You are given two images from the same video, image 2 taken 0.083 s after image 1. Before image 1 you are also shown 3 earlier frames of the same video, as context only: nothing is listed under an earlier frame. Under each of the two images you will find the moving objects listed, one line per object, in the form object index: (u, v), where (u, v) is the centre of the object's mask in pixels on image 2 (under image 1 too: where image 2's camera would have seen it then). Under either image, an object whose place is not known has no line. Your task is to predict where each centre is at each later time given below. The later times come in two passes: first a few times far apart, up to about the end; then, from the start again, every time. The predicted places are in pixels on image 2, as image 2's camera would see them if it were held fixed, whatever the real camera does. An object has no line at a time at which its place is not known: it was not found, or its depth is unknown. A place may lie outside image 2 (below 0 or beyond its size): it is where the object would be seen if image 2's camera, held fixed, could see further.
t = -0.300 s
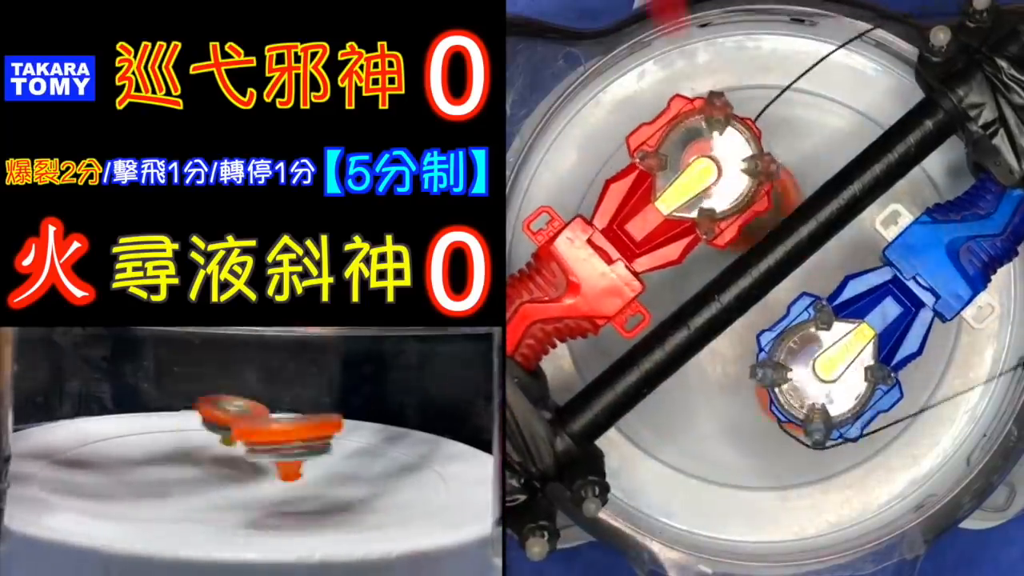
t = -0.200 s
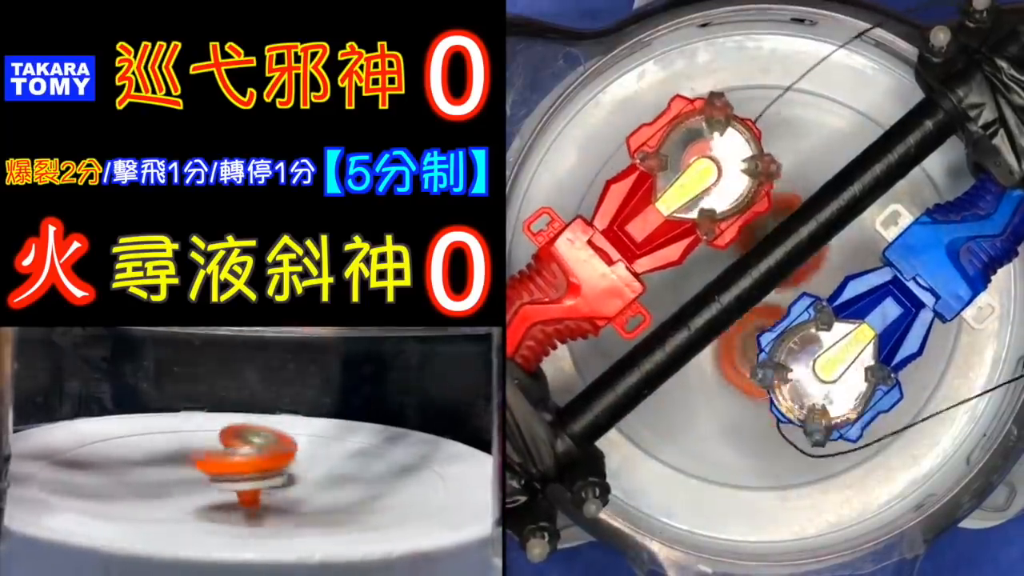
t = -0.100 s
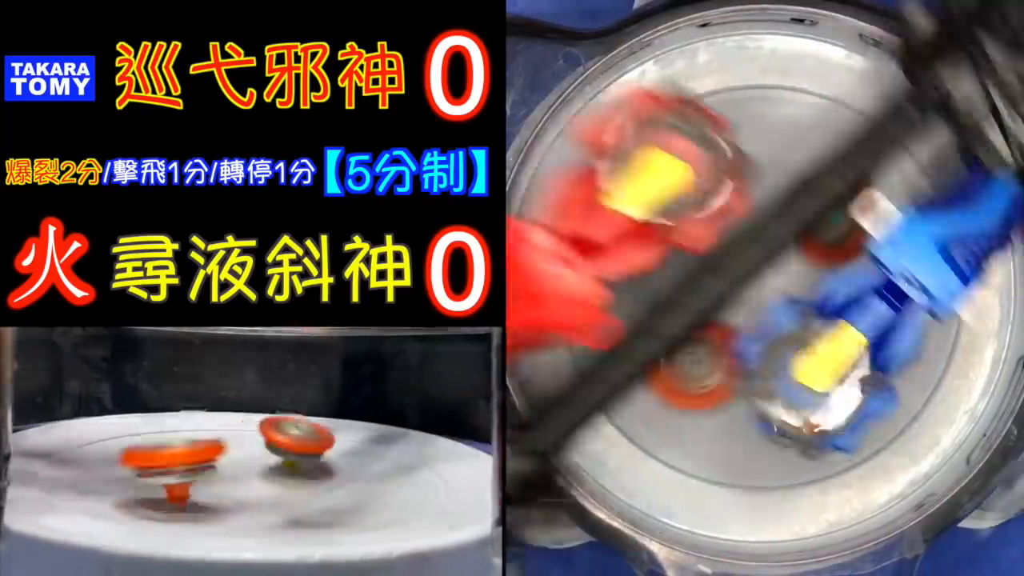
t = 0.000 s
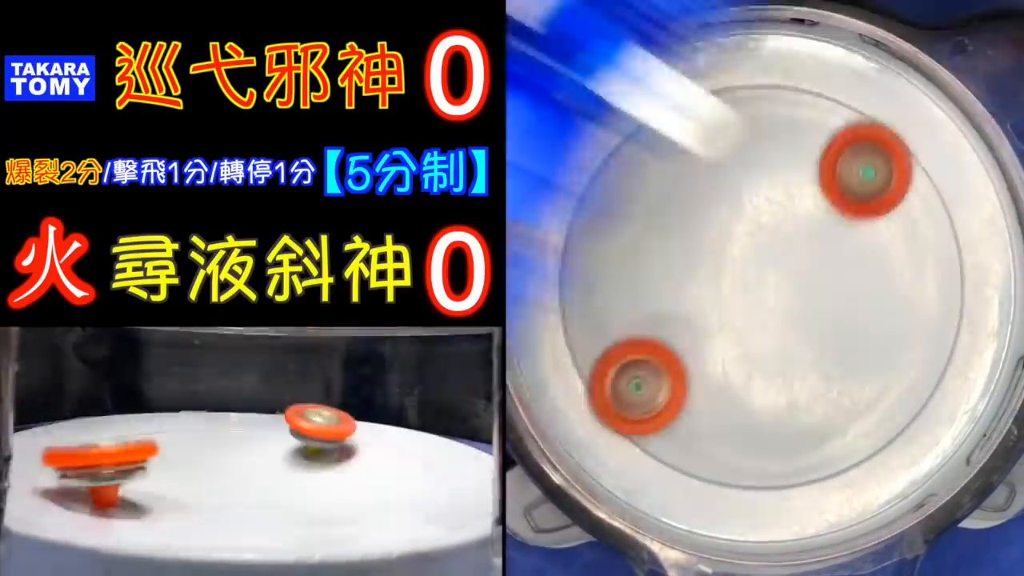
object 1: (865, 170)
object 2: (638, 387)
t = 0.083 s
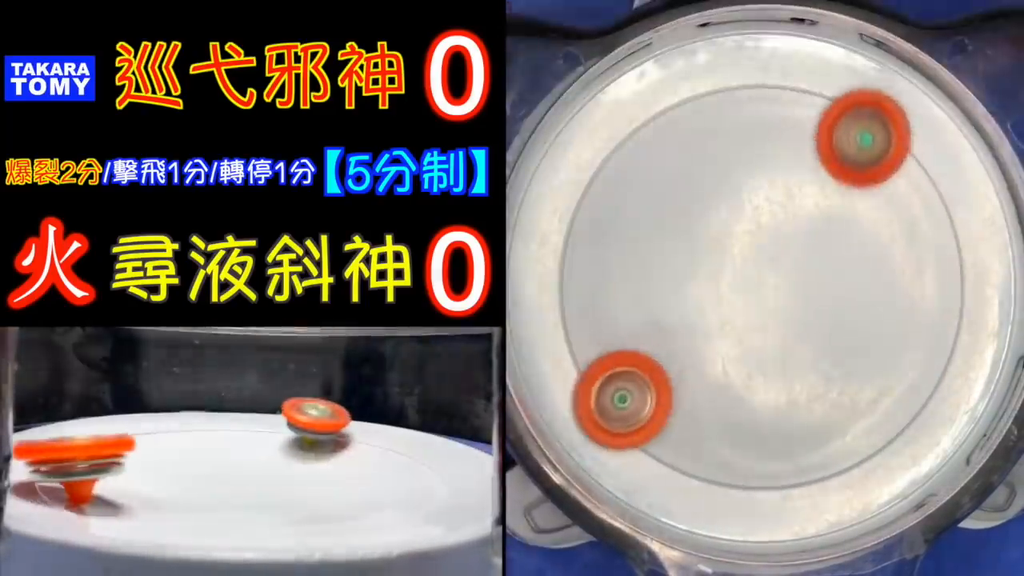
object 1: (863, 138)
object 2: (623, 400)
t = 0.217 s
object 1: (807, 105)
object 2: (660, 399)
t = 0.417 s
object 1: (672, 155)
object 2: (782, 361)
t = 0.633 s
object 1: (703, 349)
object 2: (812, 284)
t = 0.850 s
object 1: (906, 408)
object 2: (708, 221)
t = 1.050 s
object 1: (981, 250)
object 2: (614, 278)
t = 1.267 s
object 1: (849, 123)
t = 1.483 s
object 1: (663, 338)
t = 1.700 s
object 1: (743, 492)
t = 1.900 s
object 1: (918, 407)
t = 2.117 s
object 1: (912, 213)
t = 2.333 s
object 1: (726, 202)
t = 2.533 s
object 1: (664, 354)
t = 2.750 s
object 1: (760, 472)
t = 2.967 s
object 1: (891, 383)
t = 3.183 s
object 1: (821, 241)
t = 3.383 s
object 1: (697, 239)
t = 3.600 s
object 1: (648, 338)
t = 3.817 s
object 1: (727, 390)
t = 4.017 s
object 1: (761, 318)
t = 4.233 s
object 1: (804, 289)
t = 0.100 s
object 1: (859, 132)
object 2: (624, 401)
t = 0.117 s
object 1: (854, 127)
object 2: (626, 402)
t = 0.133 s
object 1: (849, 123)
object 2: (629, 402)
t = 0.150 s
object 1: (843, 118)
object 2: (633, 402)
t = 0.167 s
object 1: (835, 114)
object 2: (638, 402)
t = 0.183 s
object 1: (826, 111)
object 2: (645, 401)
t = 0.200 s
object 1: (817, 107)
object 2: (652, 400)
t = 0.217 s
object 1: (807, 105)
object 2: (660, 399)
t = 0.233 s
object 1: (797, 104)
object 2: (668, 398)
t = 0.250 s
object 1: (785, 103)
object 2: (678, 396)
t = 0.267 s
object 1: (774, 104)
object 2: (687, 394)
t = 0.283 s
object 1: (762, 105)
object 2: (697, 391)
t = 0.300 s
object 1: (750, 107)
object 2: (708, 388)
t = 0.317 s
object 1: (737, 111)
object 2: (719, 385)
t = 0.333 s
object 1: (725, 115)
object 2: (730, 382)
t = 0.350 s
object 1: (713, 120)
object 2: (741, 377)
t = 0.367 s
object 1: (701, 126)
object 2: (752, 374)
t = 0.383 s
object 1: (691, 134)
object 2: (762, 369)
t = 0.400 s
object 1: (681, 144)
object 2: (772, 365)
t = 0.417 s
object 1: (672, 155)
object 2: (782, 361)
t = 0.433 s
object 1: (666, 167)
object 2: (790, 356)
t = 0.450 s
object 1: (660, 182)
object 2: (797, 351)
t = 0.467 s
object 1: (656, 196)
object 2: (803, 346)
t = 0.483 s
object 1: (655, 211)
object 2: (809, 341)
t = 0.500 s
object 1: (654, 227)
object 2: (813, 336)
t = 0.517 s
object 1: (656, 243)
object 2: (816, 330)
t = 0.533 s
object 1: (659, 258)
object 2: (819, 324)
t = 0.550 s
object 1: (663, 275)
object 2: (820, 318)
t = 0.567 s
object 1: (669, 291)
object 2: (821, 311)
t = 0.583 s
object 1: (676, 306)
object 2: (820, 304)
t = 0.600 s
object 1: (683, 321)
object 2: (818, 297)
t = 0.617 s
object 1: (693, 335)
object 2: (815, 290)
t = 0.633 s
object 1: (703, 349)
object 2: (812, 284)
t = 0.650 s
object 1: (715, 360)
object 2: (807, 276)
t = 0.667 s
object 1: (728, 372)
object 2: (801, 269)
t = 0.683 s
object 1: (742, 381)
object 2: (795, 263)
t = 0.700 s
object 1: (757, 390)
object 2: (788, 256)
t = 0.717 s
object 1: (773, 398)
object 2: (781, 250)
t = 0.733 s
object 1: (789, 404)
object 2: (772, 244)
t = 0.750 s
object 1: (805, 409)
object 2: (764, 239)
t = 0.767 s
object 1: (822, 412)
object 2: (755, 234)
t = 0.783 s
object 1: (839, 414)
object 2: (746, 230)
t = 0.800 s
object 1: (856, 415)
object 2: (737, 227)
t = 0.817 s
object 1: (874, 414)
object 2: (727, 224)
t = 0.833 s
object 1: (890, 412)
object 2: (718, 222)
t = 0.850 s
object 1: (906, 408)
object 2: (708, 221)
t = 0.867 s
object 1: (921, 403)
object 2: (698, 220)
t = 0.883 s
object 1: (936, 397)
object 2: (689, 220)
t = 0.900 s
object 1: (949, 388)
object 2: (680, 222)
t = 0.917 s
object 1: (961, 379)
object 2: (670, 224)
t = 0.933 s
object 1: (972, 369)
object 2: (662, 227)
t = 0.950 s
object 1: (981, 356)
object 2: (653, 232)
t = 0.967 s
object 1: (984, 341)
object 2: (645, 237)
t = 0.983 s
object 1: (984, 324)
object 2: (637, 243)
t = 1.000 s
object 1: (984, 306)
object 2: (631, 251)
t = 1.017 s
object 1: (983, 287)
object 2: (624, 259)
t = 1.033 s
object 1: (982, 268)
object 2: (619, 268)
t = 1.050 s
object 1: (981, 250)
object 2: (614, 278)
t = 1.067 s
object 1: (978, 231)
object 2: (611, 289)
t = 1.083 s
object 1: (975, 212)
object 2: (608, 299)
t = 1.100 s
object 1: (969, 193)
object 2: (607, 311)
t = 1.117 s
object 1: (963, 175)
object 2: (606, 322)
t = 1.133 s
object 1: (955, 158)
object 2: (607, 334)
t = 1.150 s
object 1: (946, 141)
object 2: (609, 345)
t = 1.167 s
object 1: (934, 125)
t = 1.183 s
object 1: (923, 111)
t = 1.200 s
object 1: (910, 99)
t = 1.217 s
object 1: (898, 97)
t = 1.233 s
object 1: (885, 101)
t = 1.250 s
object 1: (867, 112)
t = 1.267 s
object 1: (849, 123)
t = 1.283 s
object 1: (831, 135)
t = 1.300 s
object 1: (812, 148)
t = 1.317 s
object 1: (793, 161)
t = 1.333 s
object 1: (774, 177)
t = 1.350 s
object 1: (756, 192)
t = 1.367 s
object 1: (739, 209)
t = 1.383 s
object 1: (723, 227)
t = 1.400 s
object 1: (709, 245)
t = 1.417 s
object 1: (696, 263)
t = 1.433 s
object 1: (686, 280)
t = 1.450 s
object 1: (676, 300)
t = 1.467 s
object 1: (669, 318)
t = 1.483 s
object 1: (663, 338)
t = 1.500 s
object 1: (660, 356)
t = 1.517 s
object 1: (658, 374)
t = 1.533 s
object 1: (657, 392)
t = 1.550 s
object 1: (659, 410)
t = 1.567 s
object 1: (662, 426)
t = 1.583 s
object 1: (667, 442)
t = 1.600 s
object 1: (673, 458)
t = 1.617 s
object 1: (680, 472)
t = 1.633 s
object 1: (691, 481)
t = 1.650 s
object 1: (704, 485)
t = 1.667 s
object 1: (717, 490)
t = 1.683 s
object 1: (729, 493)
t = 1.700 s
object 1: (743, 492)
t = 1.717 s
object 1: (758, 489)
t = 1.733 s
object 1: (773, 486)
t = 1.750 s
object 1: (787, 481)
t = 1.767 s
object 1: (802, 476)
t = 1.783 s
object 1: (818, 469)
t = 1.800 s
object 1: (833, 462)
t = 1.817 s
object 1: (849, 454)
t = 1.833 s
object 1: (864, 446)
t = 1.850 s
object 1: (879, 437)
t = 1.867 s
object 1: (893, 427)
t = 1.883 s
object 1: (906, 418)
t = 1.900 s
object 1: (918, 407)
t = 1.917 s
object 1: (928, 394)
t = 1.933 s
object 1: (936, 380)
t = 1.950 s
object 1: (940, 365)
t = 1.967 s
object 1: (944, 349)
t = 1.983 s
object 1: (946, 333)
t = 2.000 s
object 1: (948, 317)
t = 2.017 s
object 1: (948, 301)
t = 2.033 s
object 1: (946, 285)
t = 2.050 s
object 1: (942, 269)
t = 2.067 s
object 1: (938, 254)
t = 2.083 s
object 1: (931, 239)
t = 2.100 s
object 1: (922, 226)
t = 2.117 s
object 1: (912, 213)
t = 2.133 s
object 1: (899, 202)
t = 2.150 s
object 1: (886, 192)
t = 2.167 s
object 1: (872, 183)
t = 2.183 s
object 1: (857, 177)
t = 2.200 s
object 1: (841, 172)
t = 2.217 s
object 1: (825, 170)
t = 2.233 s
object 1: (810, 169)
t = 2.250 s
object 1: (794, 171)
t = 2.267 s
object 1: (779, 175)
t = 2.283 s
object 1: (765, 179)
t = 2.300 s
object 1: (751, 186)
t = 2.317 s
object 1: (738, 193)
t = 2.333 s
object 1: (726, 202)
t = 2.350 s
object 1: (715, 211)
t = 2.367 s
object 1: (705, 222)
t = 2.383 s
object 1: (697, 233)
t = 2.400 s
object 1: (688, 244)
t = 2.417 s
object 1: (681, 257)
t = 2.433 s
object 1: (675, 270)
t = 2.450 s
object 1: (670, 283)
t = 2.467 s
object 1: (667, 297)
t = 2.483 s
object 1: (665, 311)
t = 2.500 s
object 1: (663, 325)
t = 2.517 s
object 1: (663, 340)
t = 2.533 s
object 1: (664, 354)
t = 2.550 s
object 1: (666, 369)
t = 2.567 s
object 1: (669, 383)
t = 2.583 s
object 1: (673, 396)
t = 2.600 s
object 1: (678, 409)
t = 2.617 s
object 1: (685, 421)
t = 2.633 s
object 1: (691, 431)
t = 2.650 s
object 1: (700, 440)
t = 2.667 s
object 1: (709, 448)
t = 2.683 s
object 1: (718, 455)
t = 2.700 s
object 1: (728, 461)
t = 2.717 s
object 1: (738, 466)
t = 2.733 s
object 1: (748, 470)
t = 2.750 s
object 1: (760, 472)
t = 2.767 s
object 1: (771, 474)
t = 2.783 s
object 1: (783, 473)
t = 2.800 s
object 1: (795, 472)
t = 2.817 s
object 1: (806, 469)
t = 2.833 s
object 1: (818, 465)
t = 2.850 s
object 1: (830, 458)
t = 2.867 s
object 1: (841, 451)
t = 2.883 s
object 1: (852, 442)
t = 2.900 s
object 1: (862, 433)
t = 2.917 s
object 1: (871, 422)
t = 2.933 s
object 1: (879, 410)
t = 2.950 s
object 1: (886, 397)
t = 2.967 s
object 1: (891, 383)
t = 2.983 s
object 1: (894, 369)
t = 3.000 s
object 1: (896, 354)
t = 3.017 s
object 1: (896, 340)
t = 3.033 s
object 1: (894, 327)
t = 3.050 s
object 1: (890, 313)
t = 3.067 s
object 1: (885, 301)
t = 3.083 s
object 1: (878, 289)
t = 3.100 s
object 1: (871, 279)
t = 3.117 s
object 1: (863, 269)
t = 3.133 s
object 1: (853, 260)
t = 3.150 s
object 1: (843, 252)
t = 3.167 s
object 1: (832, 247)
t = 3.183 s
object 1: (821, 241)
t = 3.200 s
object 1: (809, 236)
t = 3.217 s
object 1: (798, 231)
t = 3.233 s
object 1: (786, 228)
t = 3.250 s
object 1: (774, 226)
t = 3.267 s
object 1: (764, 224)
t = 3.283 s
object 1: (753, 223)
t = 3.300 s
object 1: (744, 223)
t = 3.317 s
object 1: (733, 224)
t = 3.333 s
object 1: (724, 227)
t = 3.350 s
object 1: (715, 230)
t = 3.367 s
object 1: (705, 234)
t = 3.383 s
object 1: (697, 239)
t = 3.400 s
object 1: (688, 245)
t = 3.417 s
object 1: (679, 251)
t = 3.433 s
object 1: (672, 258)
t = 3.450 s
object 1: (665, 266)
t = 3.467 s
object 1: (659, 273)
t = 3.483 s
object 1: (656, 281)
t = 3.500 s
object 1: (652, 289)
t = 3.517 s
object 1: (649, 297)
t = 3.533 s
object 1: (647, 306)
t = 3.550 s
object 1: (646, 314)
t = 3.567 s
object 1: (646, 322)
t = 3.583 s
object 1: (646, 331)
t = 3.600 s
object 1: (648, 338)
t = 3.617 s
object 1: (652, 345)
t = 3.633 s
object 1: (655, 352)
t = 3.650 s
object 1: (659, 359)
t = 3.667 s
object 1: (663, 365)
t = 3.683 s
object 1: (669, 372)
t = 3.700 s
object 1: (675, 378)
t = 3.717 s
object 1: (681, 383)
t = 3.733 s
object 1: (689, 387)
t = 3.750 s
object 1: (696, 390)
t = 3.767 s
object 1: (704, 392)
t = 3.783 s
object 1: (712, 393)
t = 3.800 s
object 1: (720, 392)
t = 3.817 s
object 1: (727, 390)
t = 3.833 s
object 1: (735, 386)
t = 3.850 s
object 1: (742, 383)
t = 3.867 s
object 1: (748, 378)
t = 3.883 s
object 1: (753, 372)
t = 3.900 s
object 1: (758, 366)
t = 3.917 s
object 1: (761, 359)
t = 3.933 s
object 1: (764, 352)
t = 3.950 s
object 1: (765, 345)
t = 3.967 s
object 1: (765, 337)
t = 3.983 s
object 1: (765, 331)
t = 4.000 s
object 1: (764, 324)
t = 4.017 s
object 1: (761, 318)
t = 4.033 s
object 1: (759, 313)
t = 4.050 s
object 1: (758, 310)
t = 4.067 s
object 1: (765, 311)
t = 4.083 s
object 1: (772, 312)
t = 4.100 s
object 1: (779, 312)
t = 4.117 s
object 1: (785, 311)
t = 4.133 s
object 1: (789, 309)
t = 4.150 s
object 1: (793, 306)
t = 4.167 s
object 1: (796, 303)
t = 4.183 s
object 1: (799, 300)
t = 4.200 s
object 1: (802, 298)
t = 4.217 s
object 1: (803, 293)
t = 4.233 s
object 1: (804, 289)
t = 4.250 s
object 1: (803, 285)
